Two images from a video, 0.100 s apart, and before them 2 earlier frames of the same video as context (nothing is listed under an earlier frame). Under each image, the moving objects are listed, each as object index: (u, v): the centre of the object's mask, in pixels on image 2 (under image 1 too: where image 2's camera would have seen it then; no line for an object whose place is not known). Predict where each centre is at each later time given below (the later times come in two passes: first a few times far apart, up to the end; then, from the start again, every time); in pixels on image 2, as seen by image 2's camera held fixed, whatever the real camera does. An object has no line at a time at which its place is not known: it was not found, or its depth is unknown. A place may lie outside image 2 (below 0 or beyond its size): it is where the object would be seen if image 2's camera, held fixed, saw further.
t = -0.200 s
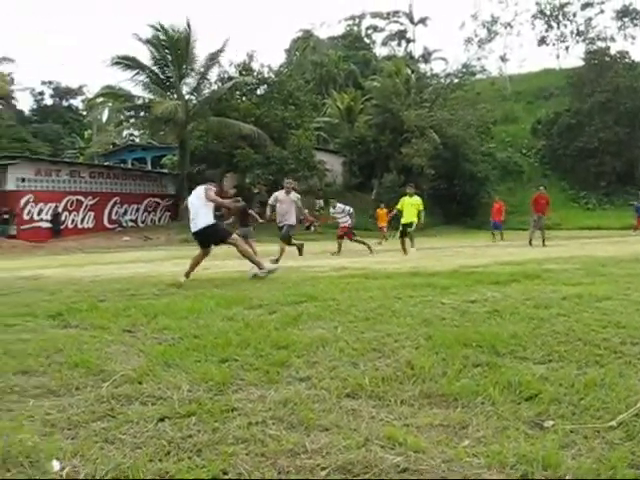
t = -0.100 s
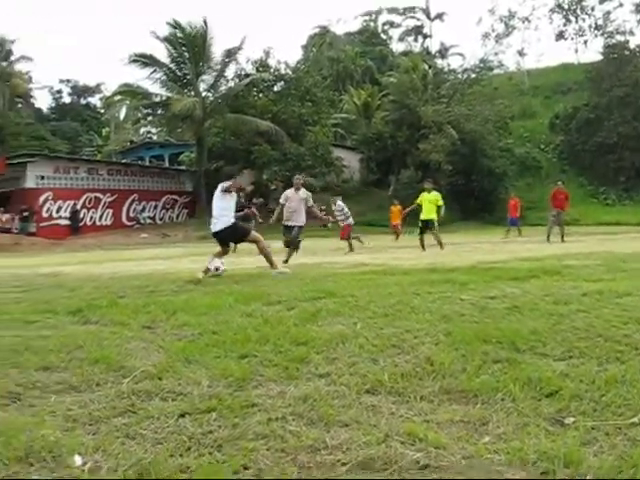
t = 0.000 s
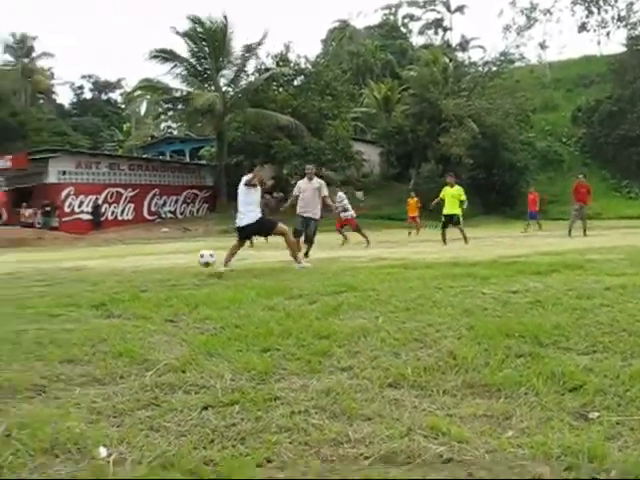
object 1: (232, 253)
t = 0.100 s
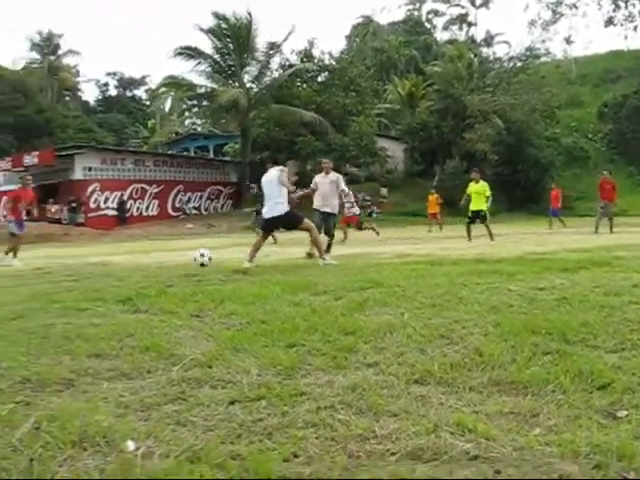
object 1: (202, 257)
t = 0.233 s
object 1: (162, 271)
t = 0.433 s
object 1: (111, 275)
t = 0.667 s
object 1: (52, 280)
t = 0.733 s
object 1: (36, 281)
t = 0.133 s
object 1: (193, 260)
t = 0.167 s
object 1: (183, 264)
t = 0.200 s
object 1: (173, 268)
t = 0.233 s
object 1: (162, 271)
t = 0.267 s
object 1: (155, 268)
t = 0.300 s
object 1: (145, 269)
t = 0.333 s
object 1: (137, 271)
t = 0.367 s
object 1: (128, 270)
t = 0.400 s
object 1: (119, 274)
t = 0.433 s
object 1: (111, 275)
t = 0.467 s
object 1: (101, 277)
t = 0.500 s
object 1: (93, 279)
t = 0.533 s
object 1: (85, 279)
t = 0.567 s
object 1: (77, 280)
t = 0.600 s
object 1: (68, 280)
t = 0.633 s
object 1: (60, 280)
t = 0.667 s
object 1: (52, 280)
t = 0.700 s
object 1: (44, 281)
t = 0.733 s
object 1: (36, 281)
